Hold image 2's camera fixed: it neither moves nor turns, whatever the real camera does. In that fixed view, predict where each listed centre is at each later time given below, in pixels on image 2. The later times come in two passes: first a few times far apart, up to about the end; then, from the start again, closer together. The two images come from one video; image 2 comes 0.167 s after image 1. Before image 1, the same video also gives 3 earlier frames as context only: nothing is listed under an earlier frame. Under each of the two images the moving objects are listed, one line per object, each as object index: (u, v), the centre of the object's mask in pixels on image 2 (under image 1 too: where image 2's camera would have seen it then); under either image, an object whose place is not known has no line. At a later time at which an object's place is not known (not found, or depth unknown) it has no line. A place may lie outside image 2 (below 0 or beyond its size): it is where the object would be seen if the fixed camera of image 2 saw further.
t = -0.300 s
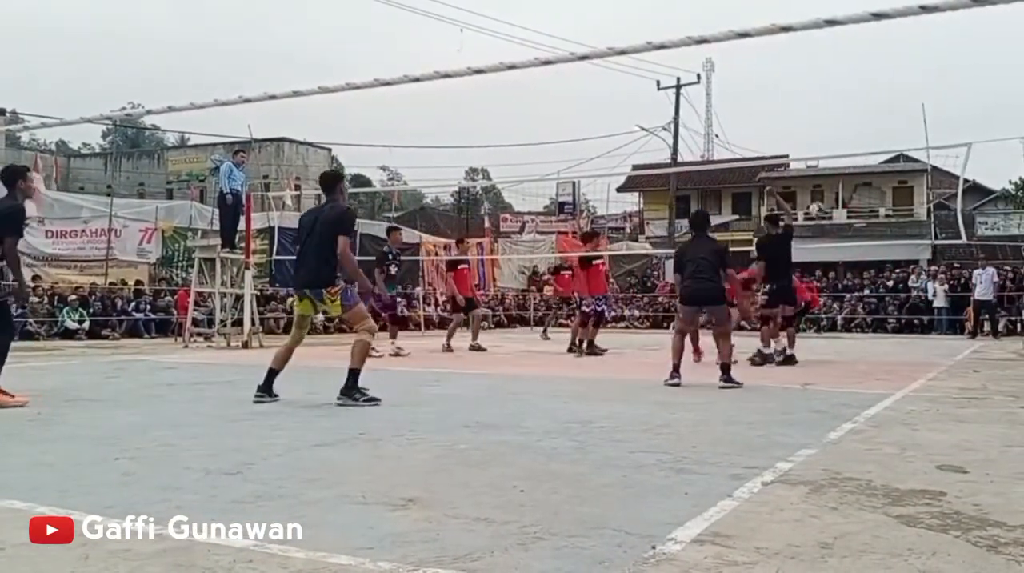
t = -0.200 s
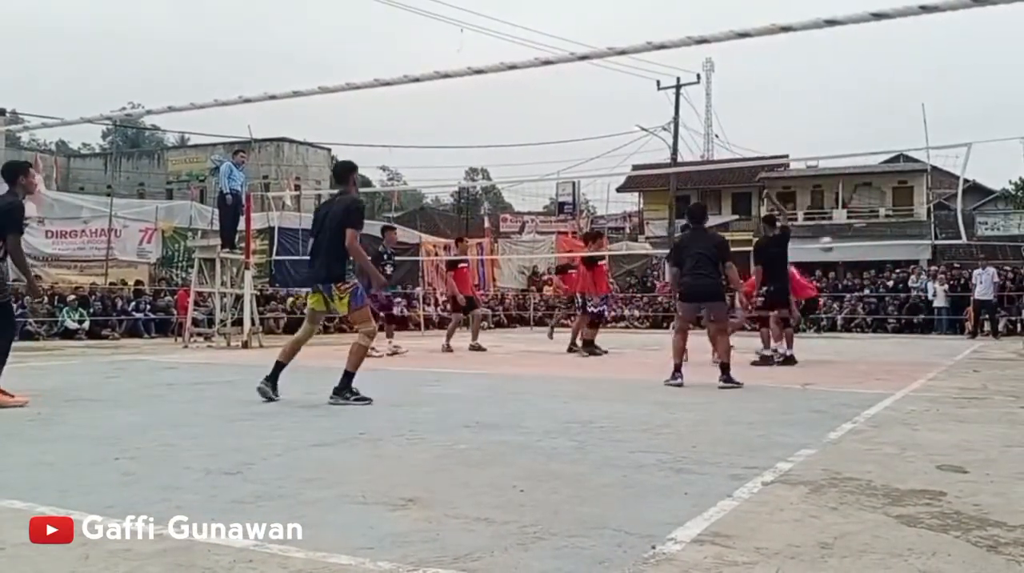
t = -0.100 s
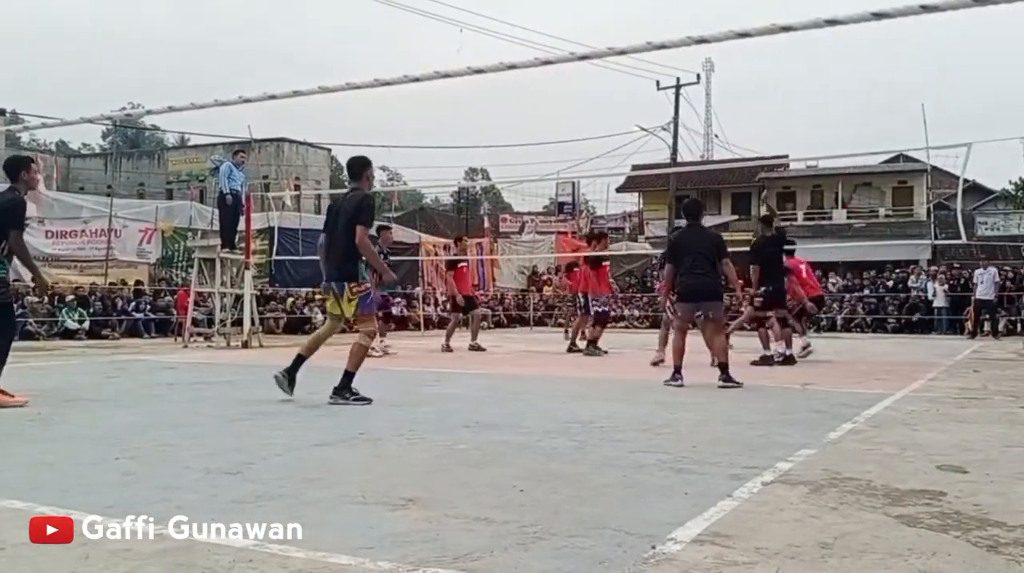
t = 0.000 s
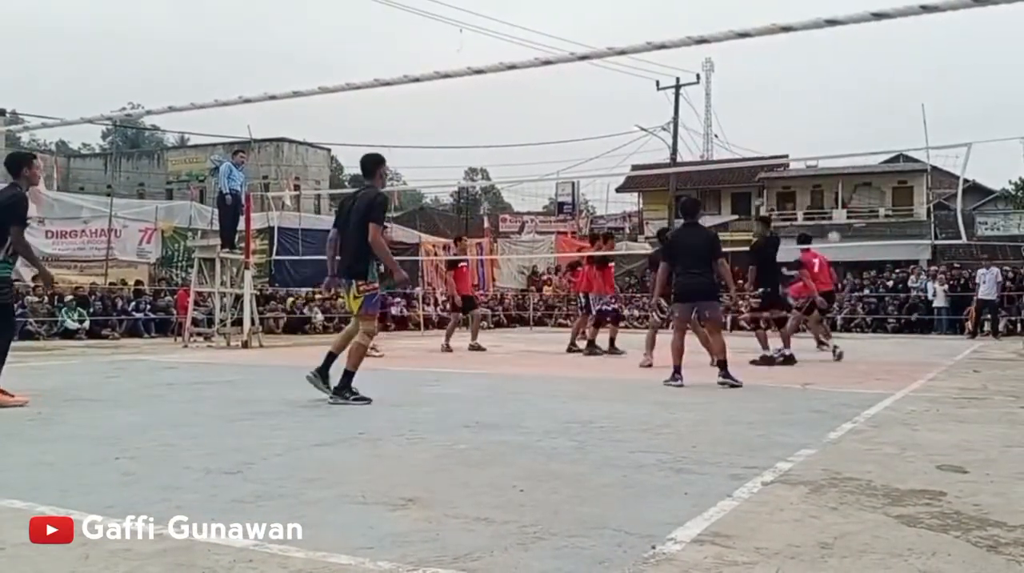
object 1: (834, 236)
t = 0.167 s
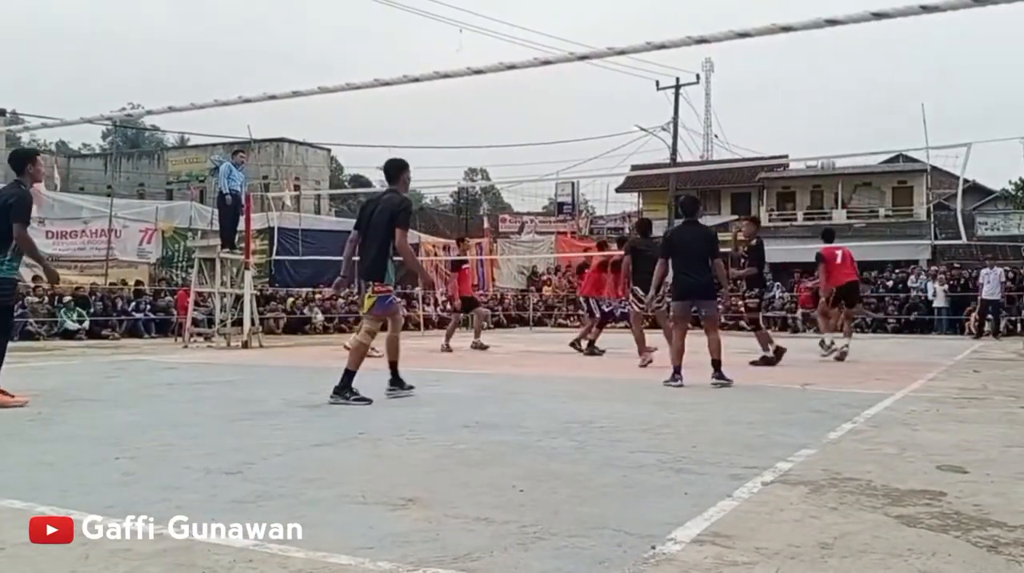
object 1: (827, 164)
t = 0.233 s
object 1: (825, 141)
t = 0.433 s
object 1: (816, 88)
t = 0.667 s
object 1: (805, 60)
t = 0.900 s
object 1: (797, 63)
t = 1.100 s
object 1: (788, 93)
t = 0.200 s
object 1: (826, 151)
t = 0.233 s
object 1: (825, 141)
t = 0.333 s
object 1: (821, 111)
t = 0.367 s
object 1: (819, 102)
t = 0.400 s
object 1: (817, 95)
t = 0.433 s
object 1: (816, 88)
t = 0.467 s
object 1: (814, 82)
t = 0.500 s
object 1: (813, 76)
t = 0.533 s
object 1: (811, 71)
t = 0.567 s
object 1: (810, 67)
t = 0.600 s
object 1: (808, 64)
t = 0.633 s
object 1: (807, 62)
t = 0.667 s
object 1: (805, 60)
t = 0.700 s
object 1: (804, 59)
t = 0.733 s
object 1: (802, 58)
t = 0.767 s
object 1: (801, 59)
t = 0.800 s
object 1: (799, 60)
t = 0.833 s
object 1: (798, 61)
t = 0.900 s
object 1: (797, 63)
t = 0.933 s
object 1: (795, 67)
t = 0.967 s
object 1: (794, 71)
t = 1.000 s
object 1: (792, 75)
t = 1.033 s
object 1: (791, 81)
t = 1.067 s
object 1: (789, 87)
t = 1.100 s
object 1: (788, 93)
